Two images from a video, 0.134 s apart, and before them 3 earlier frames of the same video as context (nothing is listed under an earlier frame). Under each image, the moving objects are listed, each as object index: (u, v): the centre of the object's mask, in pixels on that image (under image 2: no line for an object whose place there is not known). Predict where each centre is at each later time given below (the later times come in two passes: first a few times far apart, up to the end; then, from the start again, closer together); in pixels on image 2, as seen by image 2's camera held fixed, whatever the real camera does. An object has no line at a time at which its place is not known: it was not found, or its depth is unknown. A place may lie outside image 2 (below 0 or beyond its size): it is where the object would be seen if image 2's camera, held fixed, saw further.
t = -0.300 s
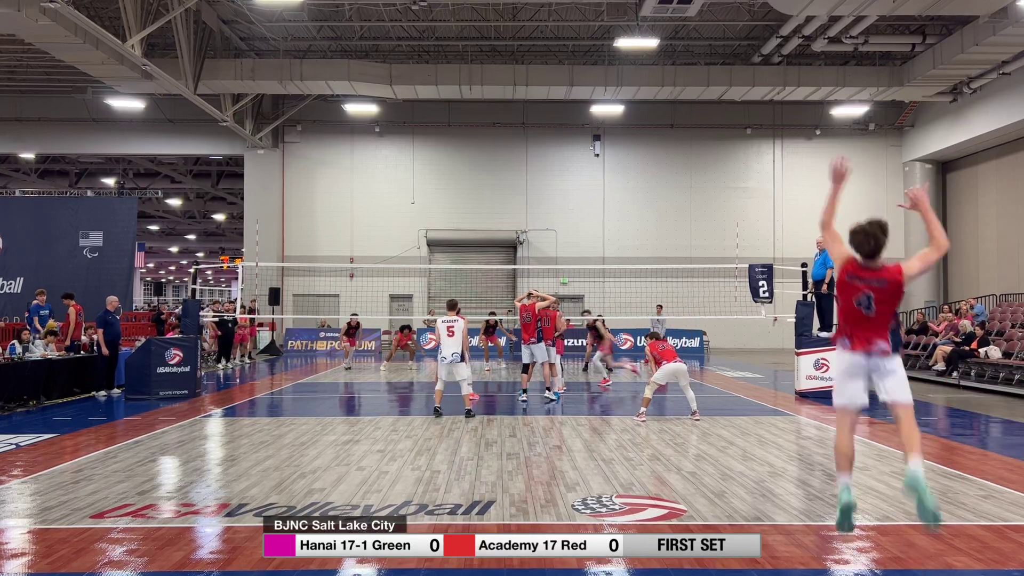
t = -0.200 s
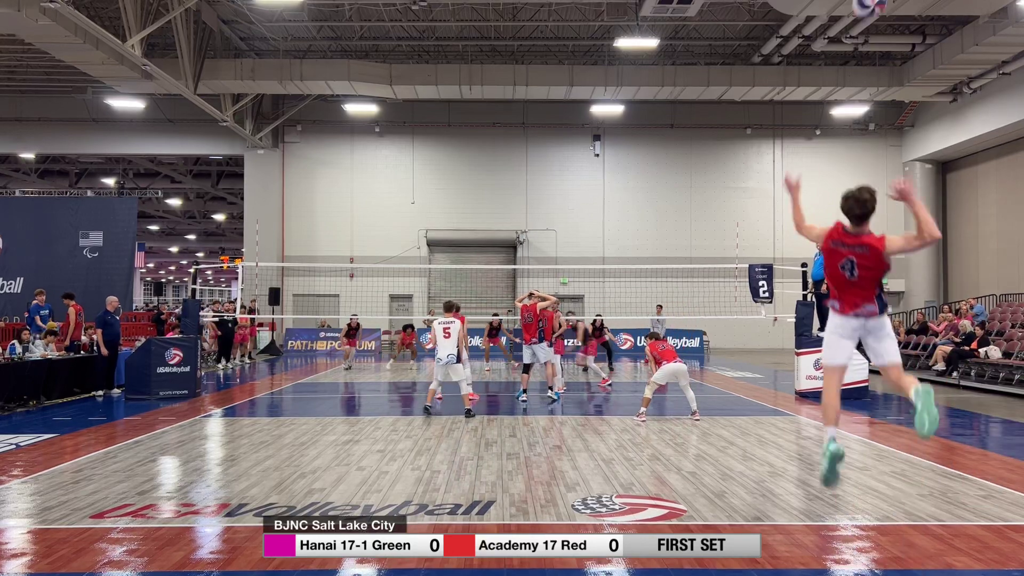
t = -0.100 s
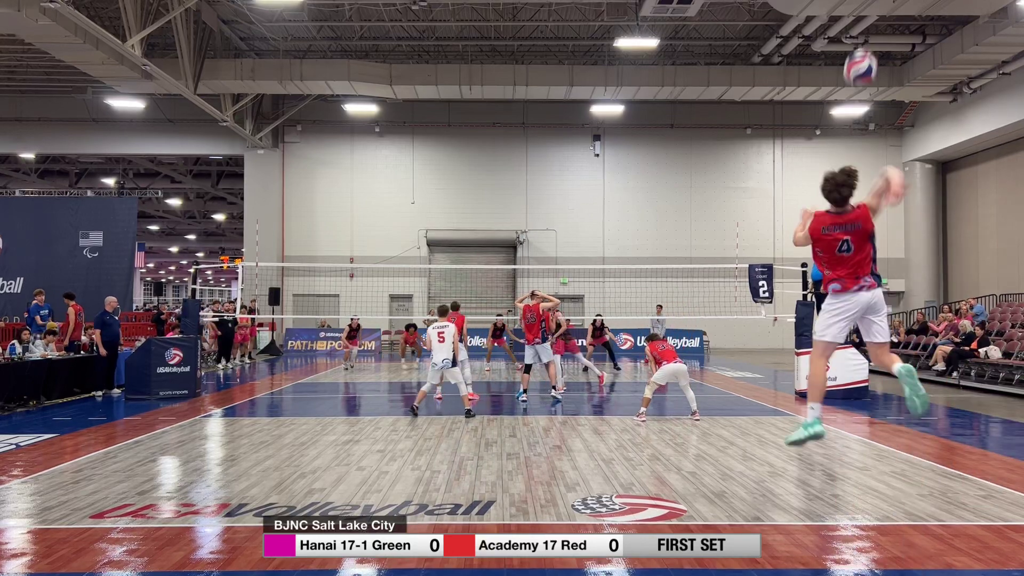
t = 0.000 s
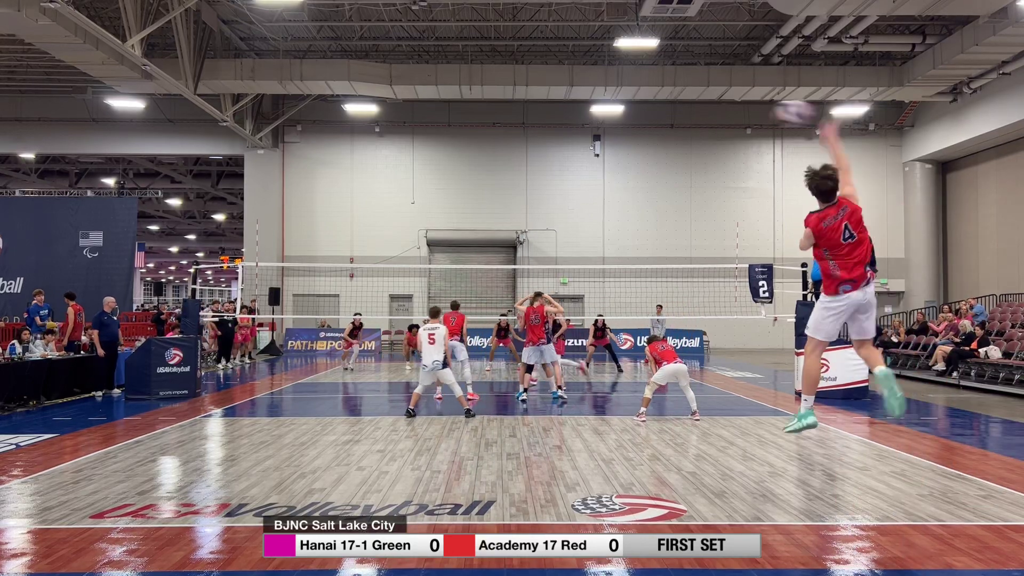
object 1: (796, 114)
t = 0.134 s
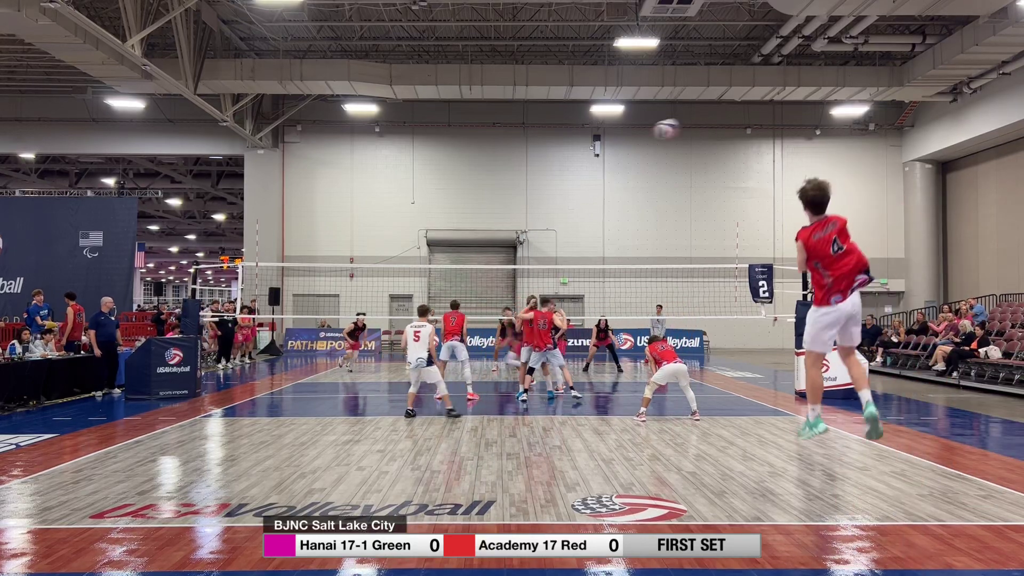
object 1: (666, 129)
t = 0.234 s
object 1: (612, 149)
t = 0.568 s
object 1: (517, 232)
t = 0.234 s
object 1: (612, 149)
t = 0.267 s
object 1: (598, 156)
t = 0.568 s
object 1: (517, 232)
